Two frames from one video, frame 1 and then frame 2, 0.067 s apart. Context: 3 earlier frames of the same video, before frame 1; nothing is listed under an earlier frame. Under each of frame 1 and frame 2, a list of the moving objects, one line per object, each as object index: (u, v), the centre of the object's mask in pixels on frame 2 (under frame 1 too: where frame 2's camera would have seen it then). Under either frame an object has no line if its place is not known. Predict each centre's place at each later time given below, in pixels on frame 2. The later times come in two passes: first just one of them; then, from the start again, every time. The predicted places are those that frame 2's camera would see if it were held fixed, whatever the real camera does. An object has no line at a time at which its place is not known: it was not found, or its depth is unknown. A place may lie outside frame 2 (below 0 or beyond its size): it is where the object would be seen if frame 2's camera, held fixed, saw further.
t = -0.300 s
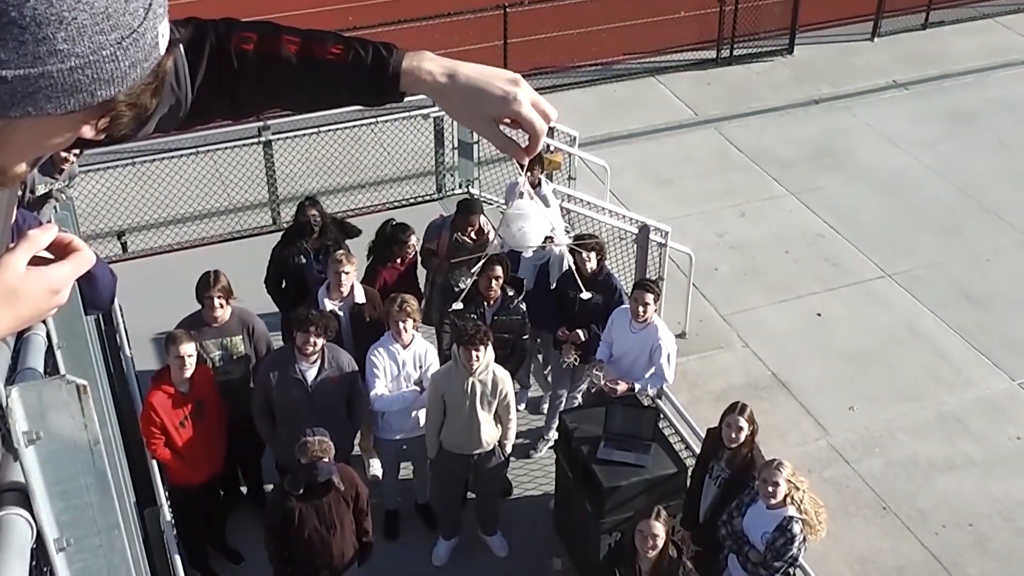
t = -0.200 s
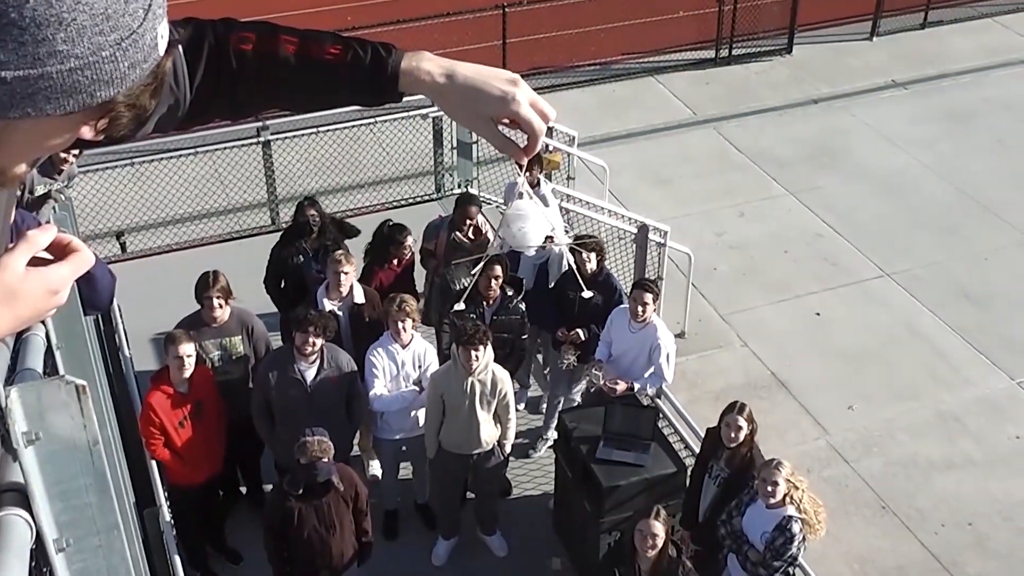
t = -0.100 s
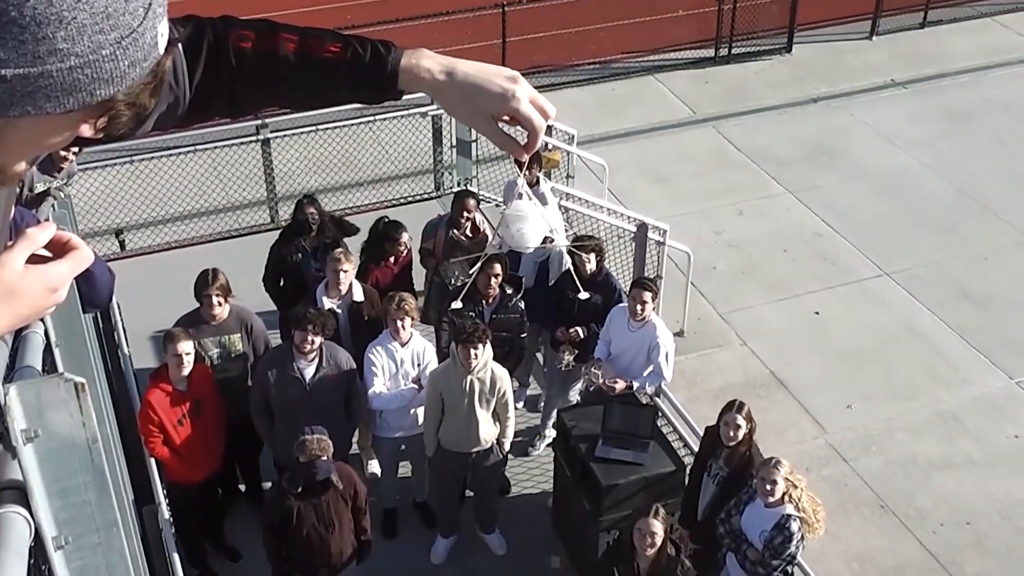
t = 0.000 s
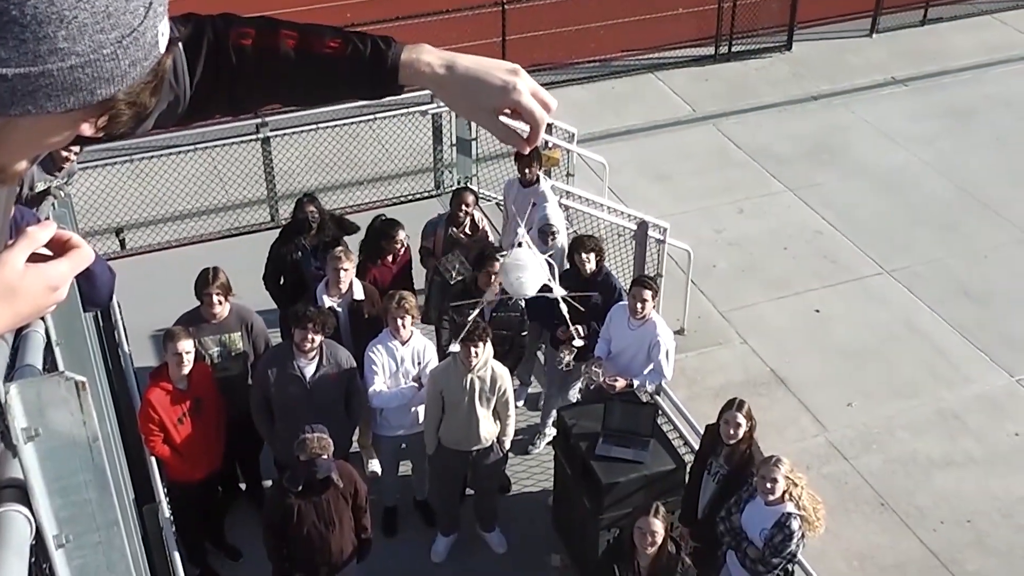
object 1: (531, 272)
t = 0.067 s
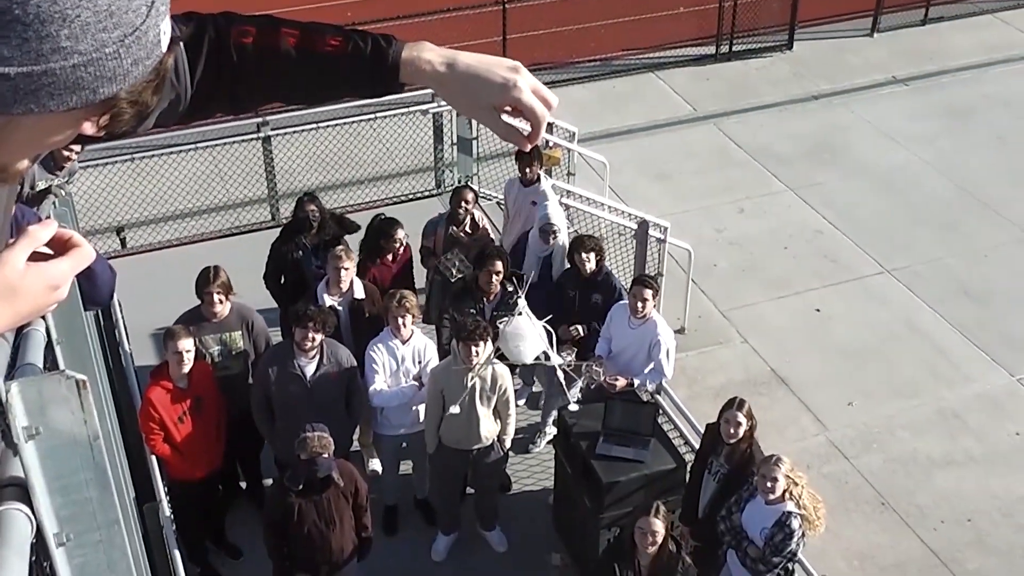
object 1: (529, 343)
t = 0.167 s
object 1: (520, 488)
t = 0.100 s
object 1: (525, 389)
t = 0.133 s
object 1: (522, 439)
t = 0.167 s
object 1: (520, 488)
